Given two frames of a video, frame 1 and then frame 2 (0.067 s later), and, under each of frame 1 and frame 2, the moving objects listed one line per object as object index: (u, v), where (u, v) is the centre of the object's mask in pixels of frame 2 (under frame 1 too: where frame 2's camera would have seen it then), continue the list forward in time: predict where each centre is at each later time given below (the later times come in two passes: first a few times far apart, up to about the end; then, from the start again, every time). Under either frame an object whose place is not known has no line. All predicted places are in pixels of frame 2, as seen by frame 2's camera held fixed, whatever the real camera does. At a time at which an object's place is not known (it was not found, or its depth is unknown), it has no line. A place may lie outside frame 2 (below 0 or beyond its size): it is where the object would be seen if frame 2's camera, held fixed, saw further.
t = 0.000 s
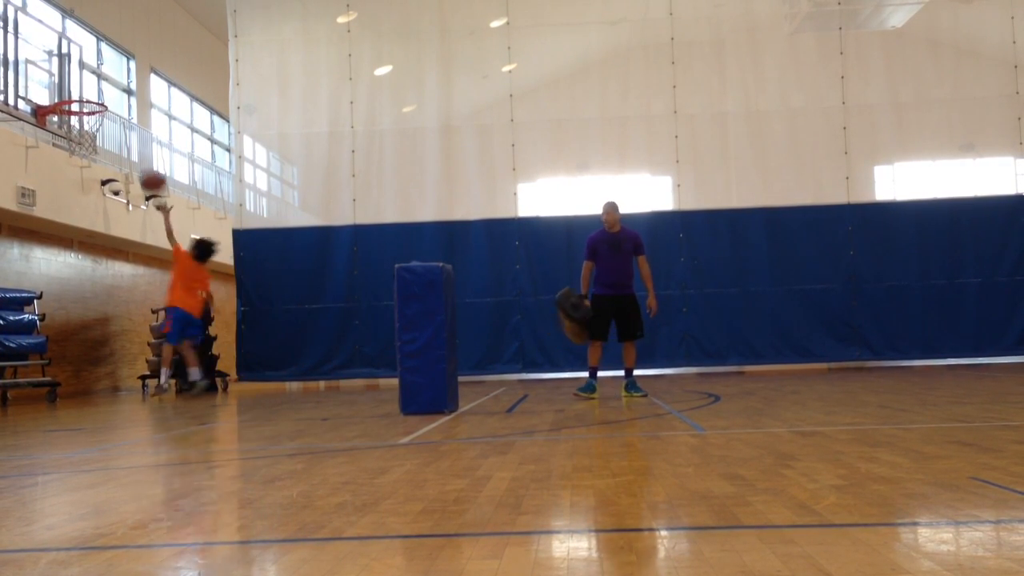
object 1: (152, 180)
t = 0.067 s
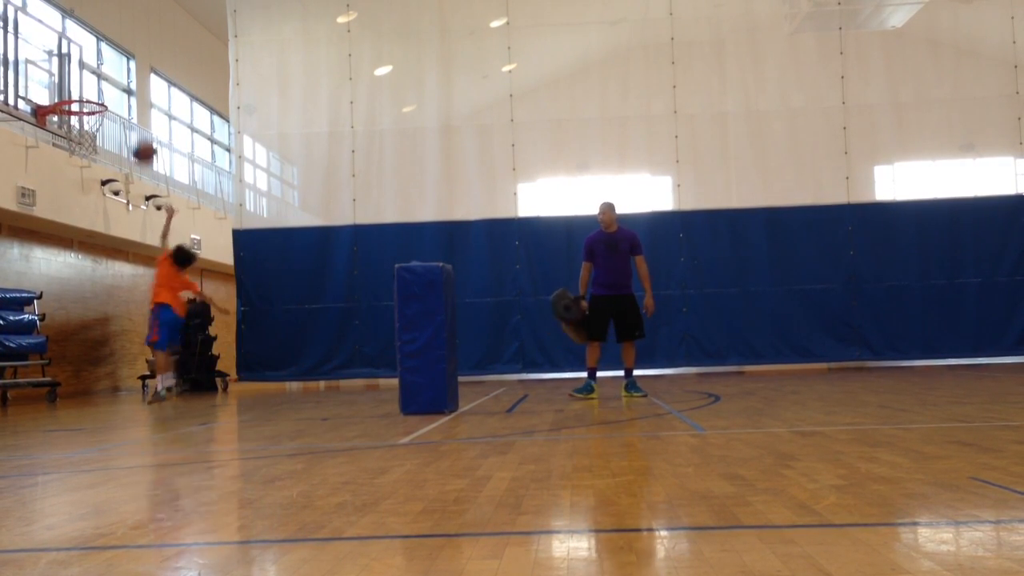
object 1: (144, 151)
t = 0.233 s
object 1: (125, 97)
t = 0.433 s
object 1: (102, 69)
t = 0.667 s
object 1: (77, 85)
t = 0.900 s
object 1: (73, 77)
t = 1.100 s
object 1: (77, 85)
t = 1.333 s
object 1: (77, 101)
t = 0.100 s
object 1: (141, 139)
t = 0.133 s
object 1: (137, 126)
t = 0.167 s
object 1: (133, 116)
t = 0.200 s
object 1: (129, 106)
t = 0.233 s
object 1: (125, 97)
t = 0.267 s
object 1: (121, 90)
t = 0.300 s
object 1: (116, 83)
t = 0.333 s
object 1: (113, 78)
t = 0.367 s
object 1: (109, 74)
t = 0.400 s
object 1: (105, 71)
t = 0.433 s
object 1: (102, 69)
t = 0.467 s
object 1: (98, 68)
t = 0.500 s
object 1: (95, 68)
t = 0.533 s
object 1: (91, 69)
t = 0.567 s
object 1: (88, 71)
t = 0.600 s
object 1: (84, 74)
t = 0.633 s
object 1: (81, 79)
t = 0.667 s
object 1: (77, 85)
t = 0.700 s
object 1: (73, 91)
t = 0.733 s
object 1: (71, 95)
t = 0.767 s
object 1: (70, 93)
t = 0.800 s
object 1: (71, 88)
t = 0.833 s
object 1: (71, 84)
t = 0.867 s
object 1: (72, 80)
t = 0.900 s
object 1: (73, 77)
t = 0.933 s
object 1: (74, 76)
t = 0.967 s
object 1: (74, 75)
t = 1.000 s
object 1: (75, 76)
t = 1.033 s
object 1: (76, 78)
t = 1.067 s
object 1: (76, 81)
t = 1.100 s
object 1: (77, 85)
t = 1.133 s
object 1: (77, 87)
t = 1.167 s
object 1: (77, 87)
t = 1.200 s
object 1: (77, 87)
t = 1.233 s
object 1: (77, 89)
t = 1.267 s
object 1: (77, 92)
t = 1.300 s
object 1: (77, 96)
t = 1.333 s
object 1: (77, 101)
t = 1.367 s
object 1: (77, 106)
